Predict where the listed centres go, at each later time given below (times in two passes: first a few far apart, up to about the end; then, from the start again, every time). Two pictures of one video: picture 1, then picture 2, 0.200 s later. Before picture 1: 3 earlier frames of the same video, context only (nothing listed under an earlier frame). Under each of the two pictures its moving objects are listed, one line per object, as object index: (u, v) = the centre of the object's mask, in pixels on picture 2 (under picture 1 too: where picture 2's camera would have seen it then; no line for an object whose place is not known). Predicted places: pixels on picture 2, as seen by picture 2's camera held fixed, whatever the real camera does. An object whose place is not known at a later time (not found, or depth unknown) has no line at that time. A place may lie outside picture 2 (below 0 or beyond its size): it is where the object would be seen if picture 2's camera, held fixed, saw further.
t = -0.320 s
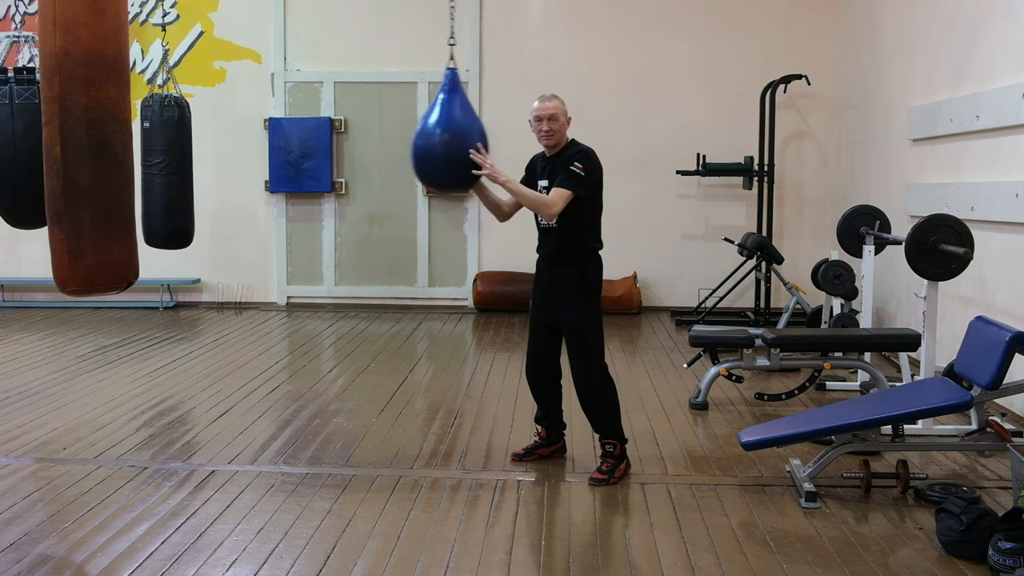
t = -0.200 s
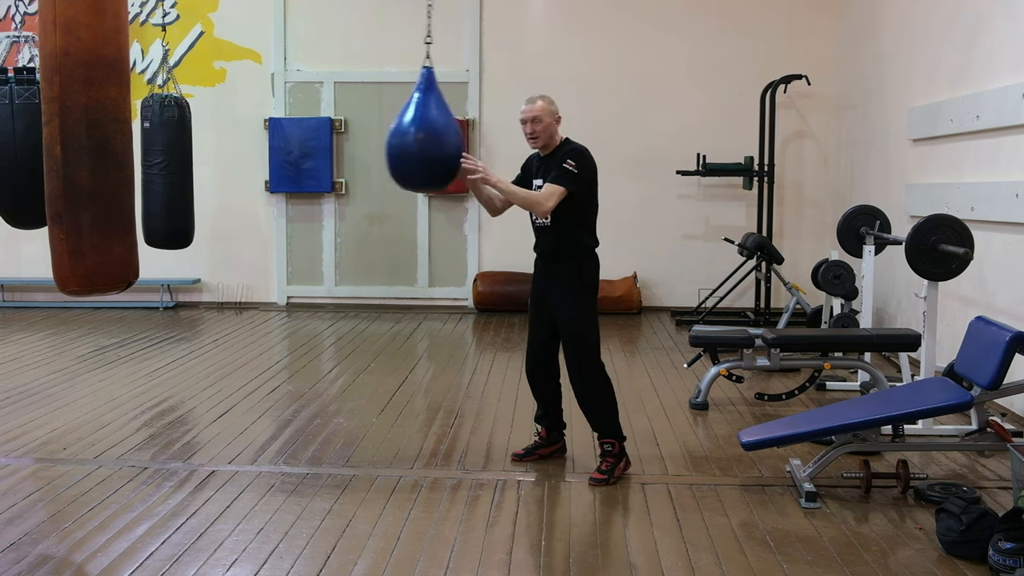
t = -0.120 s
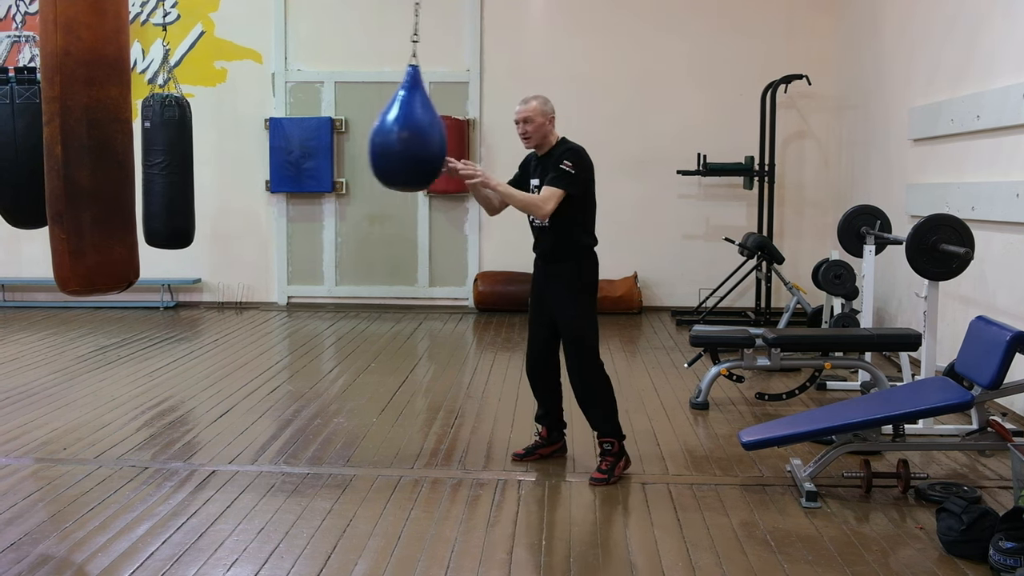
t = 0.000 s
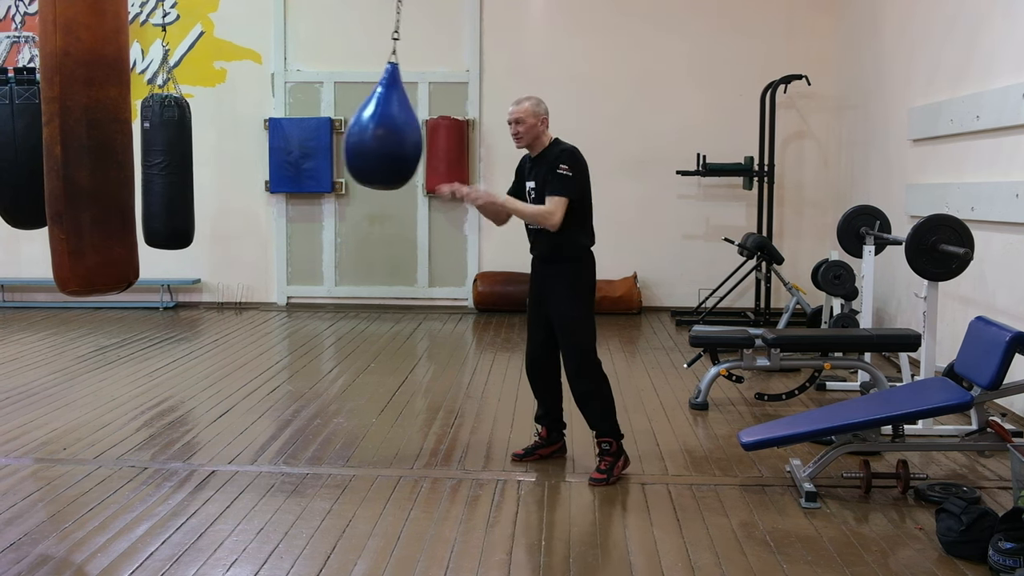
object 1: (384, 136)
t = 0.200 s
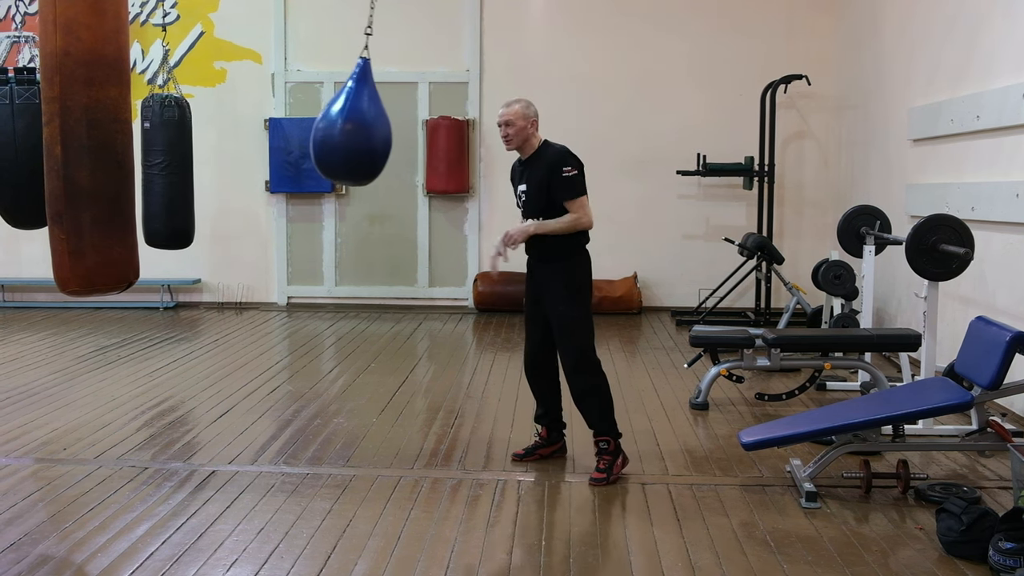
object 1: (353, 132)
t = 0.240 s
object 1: (348, 131)
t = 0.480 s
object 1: (333, 128)
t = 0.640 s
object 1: (336, 129)
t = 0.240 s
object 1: (348, 131)
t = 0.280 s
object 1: (344, 130)
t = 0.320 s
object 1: (340, 129)
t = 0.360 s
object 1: (338, 129)
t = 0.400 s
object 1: (335, 128)
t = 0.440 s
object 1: (334, 128)
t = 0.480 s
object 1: (333, 128)
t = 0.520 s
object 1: (333, 128)
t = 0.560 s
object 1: (333, 128)
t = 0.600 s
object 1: (335, 128)
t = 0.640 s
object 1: (336, 129)
